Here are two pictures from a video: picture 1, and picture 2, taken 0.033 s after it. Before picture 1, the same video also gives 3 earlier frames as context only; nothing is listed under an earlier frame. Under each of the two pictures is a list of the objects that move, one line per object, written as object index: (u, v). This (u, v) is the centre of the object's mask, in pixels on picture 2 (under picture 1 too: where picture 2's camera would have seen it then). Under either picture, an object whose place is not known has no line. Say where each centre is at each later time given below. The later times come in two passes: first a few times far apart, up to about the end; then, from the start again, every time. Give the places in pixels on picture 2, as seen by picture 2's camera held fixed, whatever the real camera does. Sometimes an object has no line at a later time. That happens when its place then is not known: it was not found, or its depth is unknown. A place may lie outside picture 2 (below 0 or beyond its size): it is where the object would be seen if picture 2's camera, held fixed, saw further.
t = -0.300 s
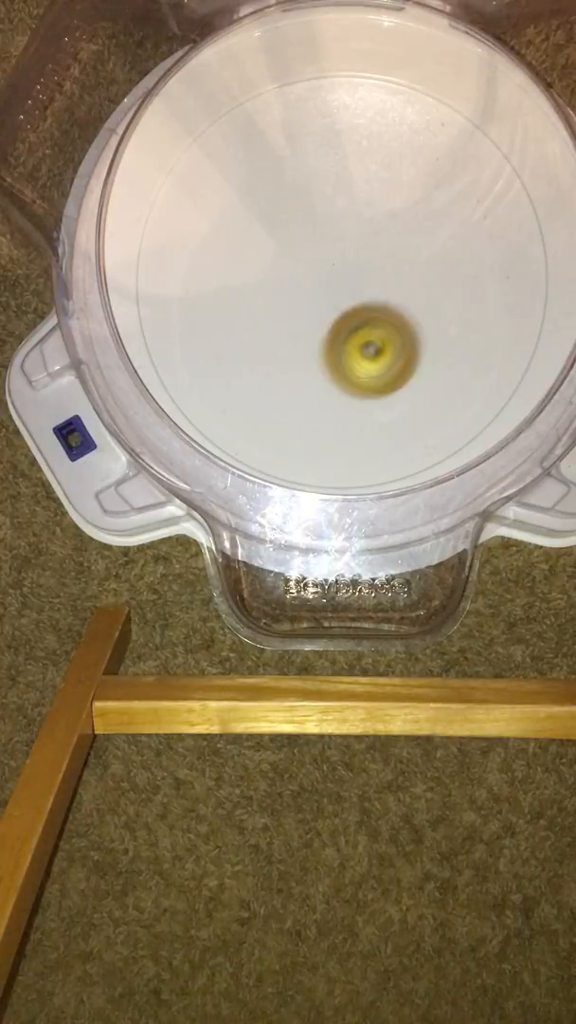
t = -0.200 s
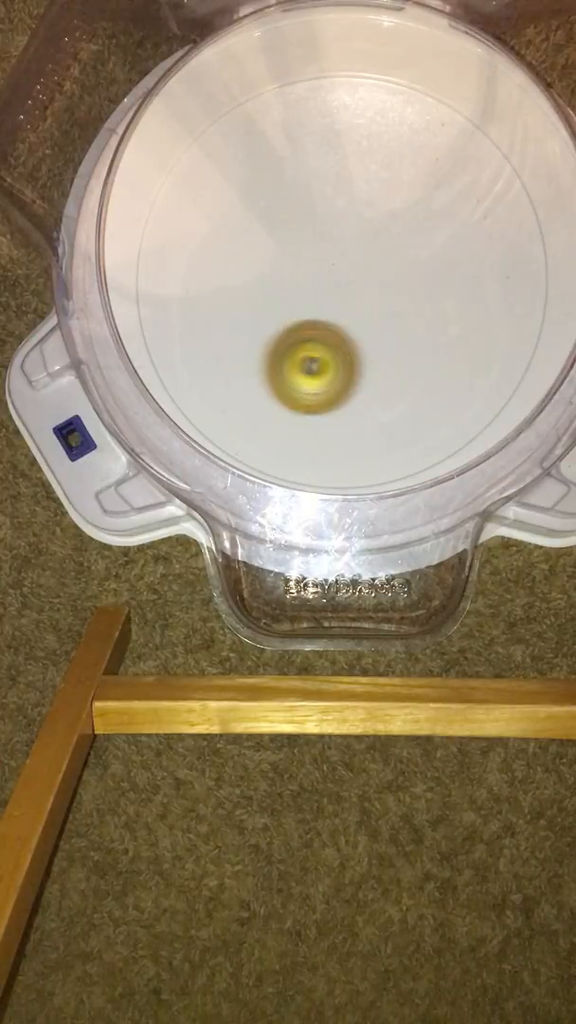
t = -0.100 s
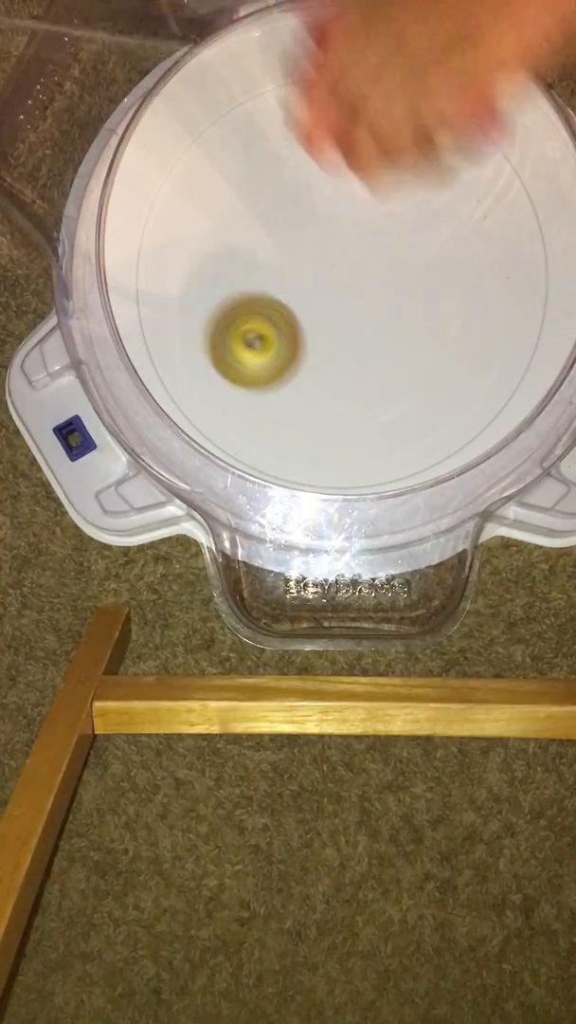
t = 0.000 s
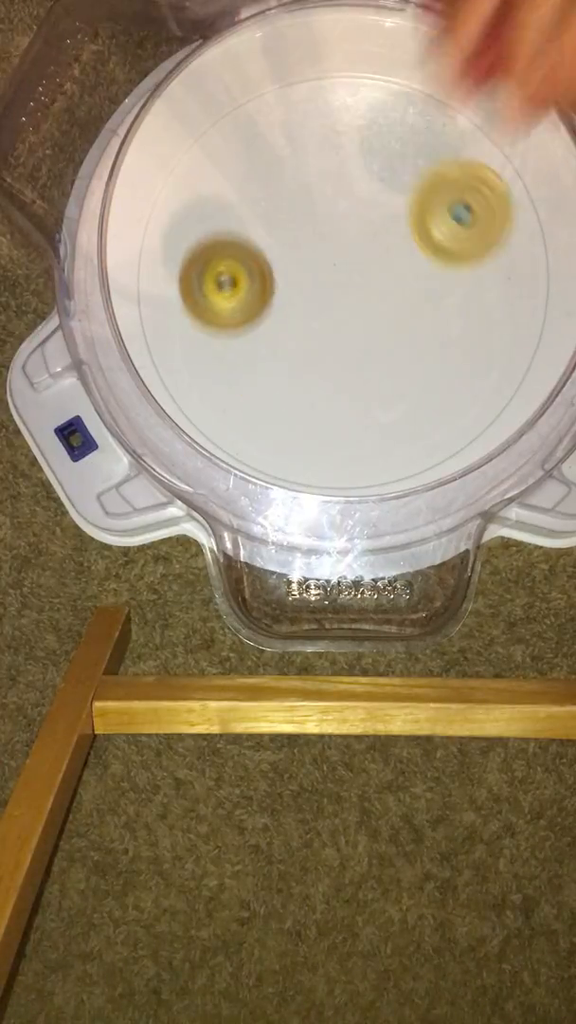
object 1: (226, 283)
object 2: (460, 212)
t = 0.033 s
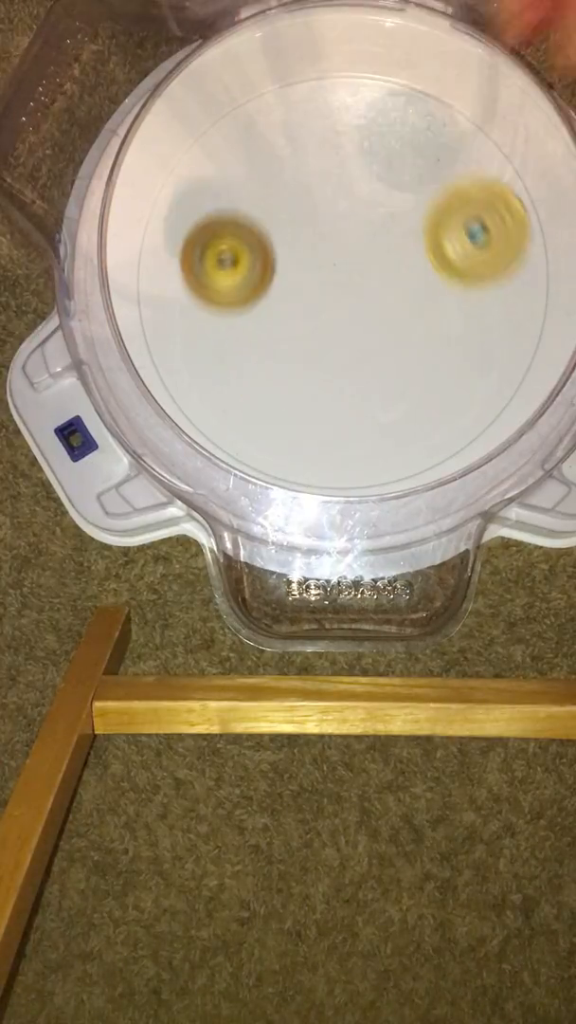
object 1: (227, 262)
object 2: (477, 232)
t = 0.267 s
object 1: (344, 173)
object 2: (477, 364)
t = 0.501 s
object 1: (450, 256)
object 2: (374, 333)
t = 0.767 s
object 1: (414, 362)
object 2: (309, 313)
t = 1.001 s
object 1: (340, 394)
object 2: (295, 289)
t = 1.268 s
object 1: (311, 366)
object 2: (322, 258)
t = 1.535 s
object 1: (338, 337)
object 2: (354, 229)
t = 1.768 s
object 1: (412, 325)
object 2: (315, 281)
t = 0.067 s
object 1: (234, 240)
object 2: (489, 255)
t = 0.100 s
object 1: (245, 220)
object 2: (498, 285)
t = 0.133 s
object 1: (260, 204)
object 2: (502, 317)
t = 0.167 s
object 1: (278, 190)
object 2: (501, 330)
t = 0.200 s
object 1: (299, 180)
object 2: (497, 344)
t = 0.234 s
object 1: (321, 174)
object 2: (488, 358)
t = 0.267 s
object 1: (344, 173)
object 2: (477, 364)
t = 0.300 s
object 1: (365, 176)
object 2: (463, 368)
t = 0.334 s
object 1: (385, 184)
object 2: (446, 367)
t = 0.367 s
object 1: (403, 195)
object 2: (431, 363)
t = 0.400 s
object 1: (418, 208)
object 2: (417, 356)
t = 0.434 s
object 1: (430, 226)
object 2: (405, 345)
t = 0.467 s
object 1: (439, 244)
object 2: (392, 335)
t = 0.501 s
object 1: (450, 256)
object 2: (374, 333)
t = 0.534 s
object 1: (454, 269)
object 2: (358, 331)
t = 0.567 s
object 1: (454, 283)
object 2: (348, 329)
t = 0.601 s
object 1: (450, 299)
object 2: (340, 326)
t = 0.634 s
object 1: (442, 315)
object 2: (337, 323)
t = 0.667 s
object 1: (434, 330)
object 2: (332, 320)
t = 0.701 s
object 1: (432, 343)
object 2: (320, 317)
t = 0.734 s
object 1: (425, 354)
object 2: (312, 314)
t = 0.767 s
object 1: (414, 362)
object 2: (309, 313)
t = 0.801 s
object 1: (399, 368)
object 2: (310, 315)
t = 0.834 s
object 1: (386, 376)
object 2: (309, 313)
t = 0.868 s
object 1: (383, 389)
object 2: (298, 301)
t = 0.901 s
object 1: (376, 397)
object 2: (292, 292)
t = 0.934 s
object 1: (366, 401)
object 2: (290, 287)
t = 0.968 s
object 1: (353, 400)
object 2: (290, 286)
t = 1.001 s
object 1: (340, 394)
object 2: (295, 289)
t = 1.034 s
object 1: (328, 385)
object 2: (301, 293)
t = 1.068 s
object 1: (321, 392)
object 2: (305, 273)
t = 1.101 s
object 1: (316, 395)
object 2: (311, 255)
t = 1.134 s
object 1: (312, 394)
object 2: (316, 244)
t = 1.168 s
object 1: (310, 388)
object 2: (320, 240)
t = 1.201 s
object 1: (310, 382)
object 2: (322, 241)
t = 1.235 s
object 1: (310, 374)
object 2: (322, 248)
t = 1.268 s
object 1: (311, 366)
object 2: (322, 258)
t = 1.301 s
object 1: (312, 361)
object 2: (325, 265)
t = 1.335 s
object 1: (311, 362)
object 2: (334, 264)
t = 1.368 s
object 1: (310, 361)
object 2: (344, 263)
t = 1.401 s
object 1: (311, 359)
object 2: (352, 261)
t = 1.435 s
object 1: (314, 356)
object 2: (358, 254)
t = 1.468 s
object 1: (319, 353)
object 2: (361, 246)
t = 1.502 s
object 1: (328, 346)
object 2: (360, 236)
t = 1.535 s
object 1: (338, 337)
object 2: (354, 229)
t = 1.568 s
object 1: (348, 330)
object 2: (344, 225)
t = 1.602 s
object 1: (359, 323)
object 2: (333, 225)
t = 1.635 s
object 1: (370, 319)
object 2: (323, 231)
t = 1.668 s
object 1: (381, 317)
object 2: (315, 242)
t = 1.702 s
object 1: (391, 317)
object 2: (313, 257)
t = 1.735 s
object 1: (401, 319)
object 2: (315, 272)
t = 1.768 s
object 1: (412, 325)
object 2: (315, 281)
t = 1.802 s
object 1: (420, 332)
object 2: (321, 291)
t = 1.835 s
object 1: (423, 340)
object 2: (333, 298)
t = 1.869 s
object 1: (428, 349)
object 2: (343, 298)
